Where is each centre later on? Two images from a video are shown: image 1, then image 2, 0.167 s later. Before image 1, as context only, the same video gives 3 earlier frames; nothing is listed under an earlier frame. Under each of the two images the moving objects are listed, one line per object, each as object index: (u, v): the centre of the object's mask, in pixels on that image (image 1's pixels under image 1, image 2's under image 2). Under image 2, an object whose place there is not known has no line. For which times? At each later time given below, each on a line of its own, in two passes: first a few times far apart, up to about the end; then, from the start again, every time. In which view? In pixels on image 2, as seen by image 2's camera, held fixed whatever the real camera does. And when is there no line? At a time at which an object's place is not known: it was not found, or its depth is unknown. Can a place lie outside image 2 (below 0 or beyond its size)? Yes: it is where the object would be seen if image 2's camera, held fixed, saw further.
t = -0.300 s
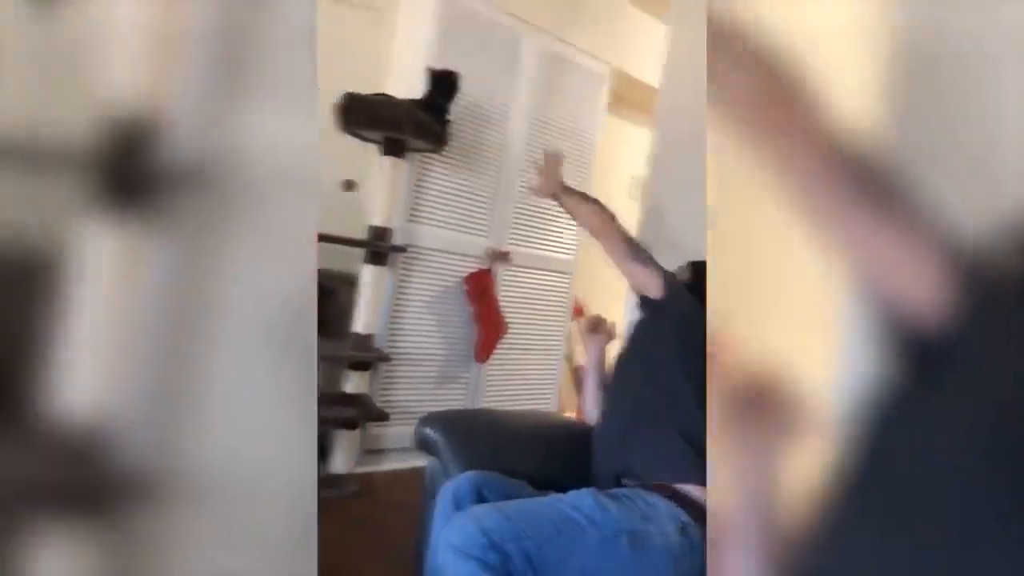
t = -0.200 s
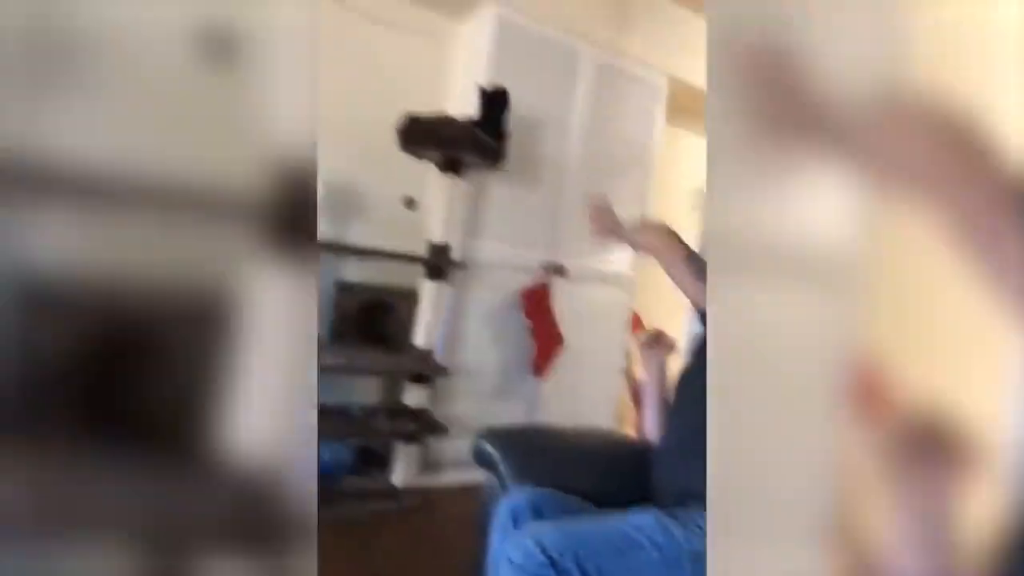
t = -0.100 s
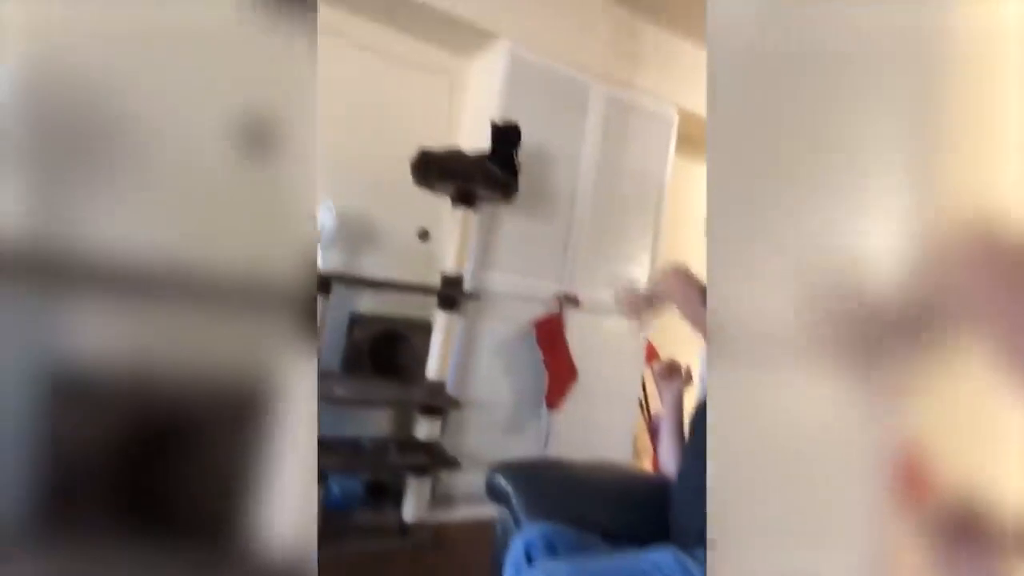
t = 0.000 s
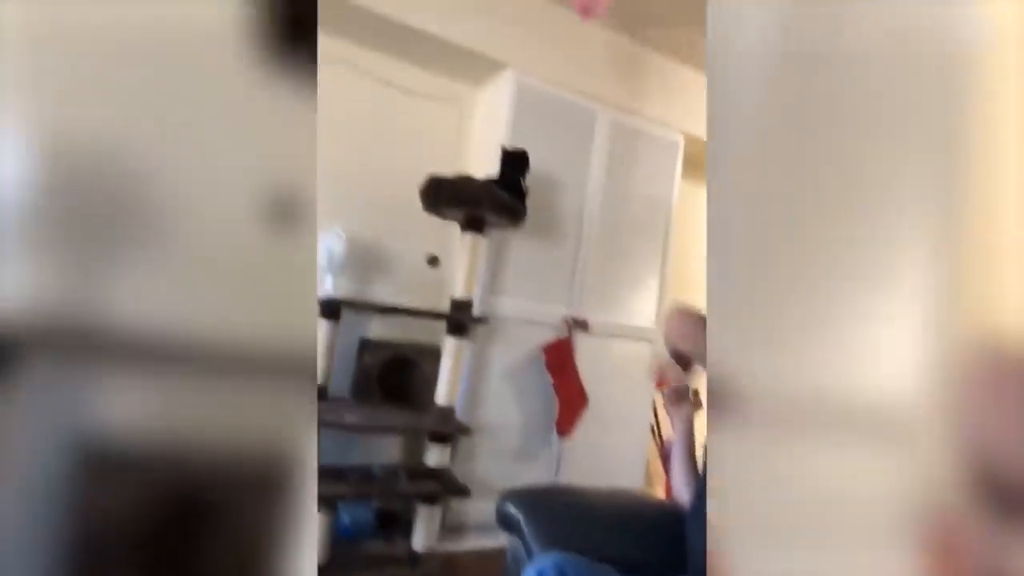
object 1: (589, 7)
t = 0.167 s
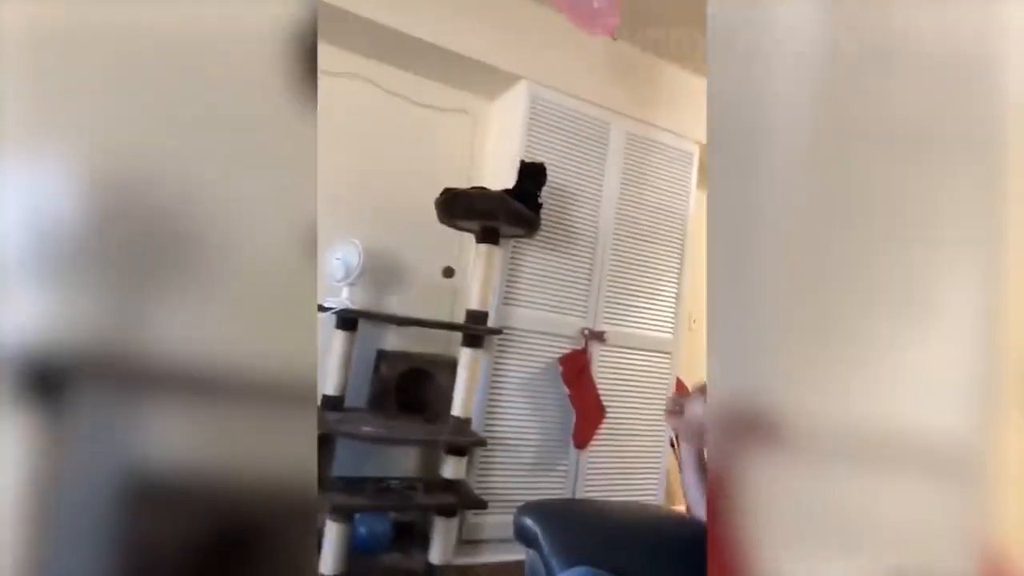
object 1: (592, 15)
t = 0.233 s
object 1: (590, 18)
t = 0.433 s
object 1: (579, 36)
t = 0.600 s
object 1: (576, 68)
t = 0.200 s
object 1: (592, 17)
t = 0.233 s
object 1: (590, 18)
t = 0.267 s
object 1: (588, 20)
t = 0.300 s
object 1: (587, 21)
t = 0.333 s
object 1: (585, 24)
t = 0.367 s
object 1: (584, 26)
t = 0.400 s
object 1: (582, 32)
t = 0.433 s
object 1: (579, 36)
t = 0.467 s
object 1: (579, 45)
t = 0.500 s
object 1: (578, 49)
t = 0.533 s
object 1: (578, 55)
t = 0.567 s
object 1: (576, 61)
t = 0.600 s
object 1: (576, 68)
